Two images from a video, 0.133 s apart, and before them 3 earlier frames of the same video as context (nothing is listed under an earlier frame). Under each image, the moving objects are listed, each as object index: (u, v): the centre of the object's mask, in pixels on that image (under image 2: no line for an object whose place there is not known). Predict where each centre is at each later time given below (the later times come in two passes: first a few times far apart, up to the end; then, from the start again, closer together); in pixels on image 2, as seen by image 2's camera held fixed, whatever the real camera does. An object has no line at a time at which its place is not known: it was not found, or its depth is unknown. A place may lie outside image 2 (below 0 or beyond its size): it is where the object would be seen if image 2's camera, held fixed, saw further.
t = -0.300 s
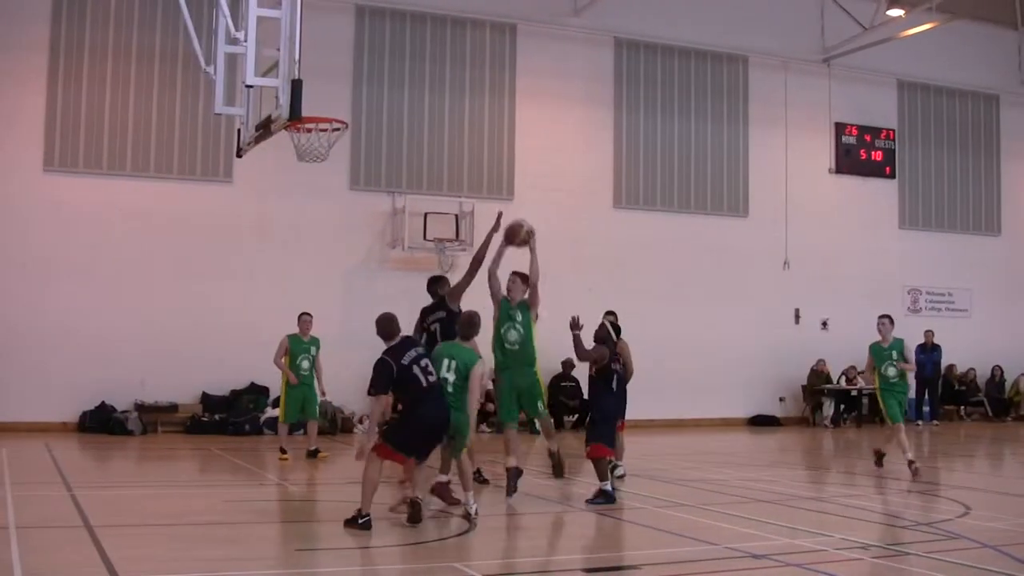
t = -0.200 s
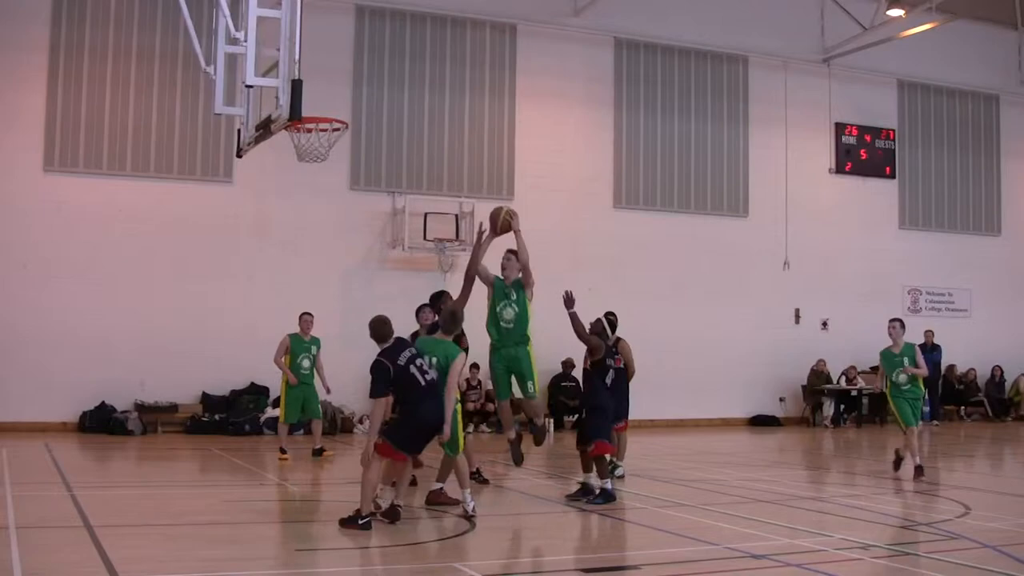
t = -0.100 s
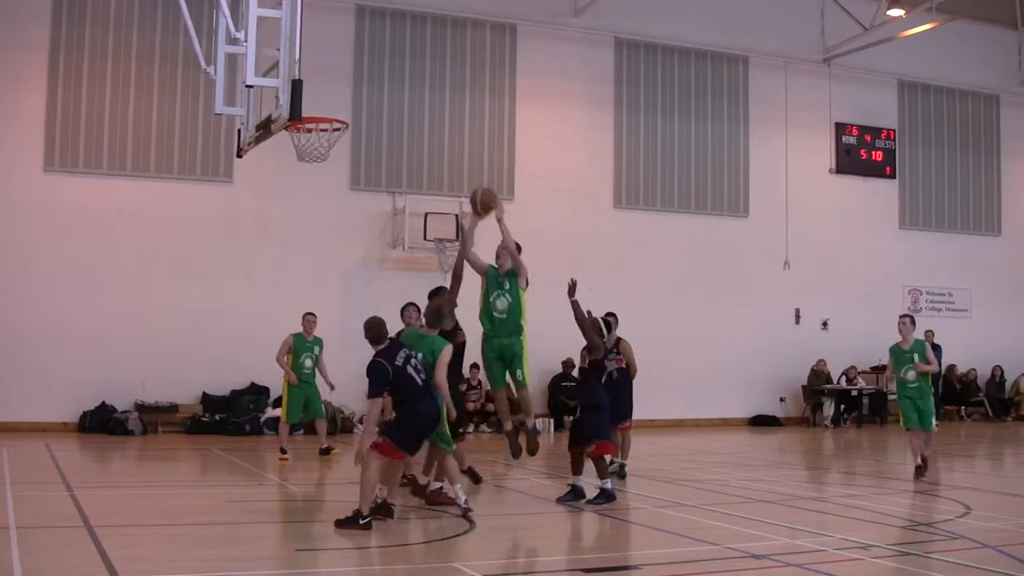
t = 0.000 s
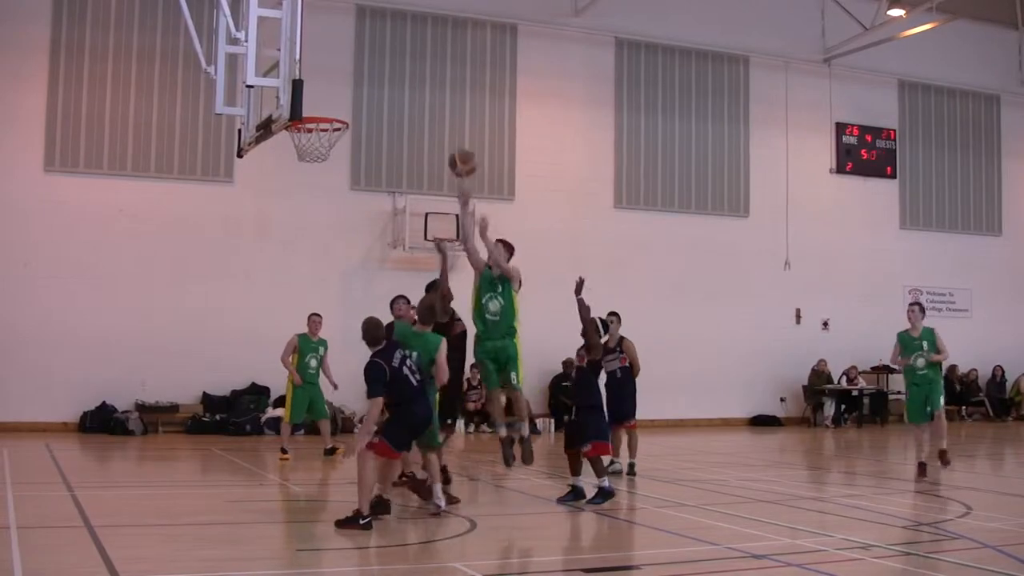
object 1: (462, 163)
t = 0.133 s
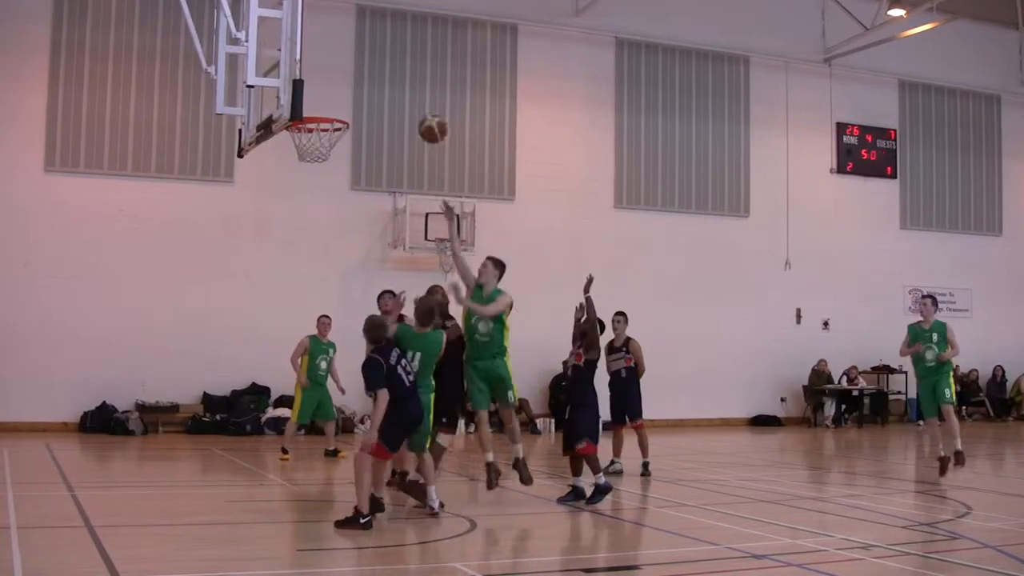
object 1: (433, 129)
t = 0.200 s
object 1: (417, 120)
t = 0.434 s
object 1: (359, 125)
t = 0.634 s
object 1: (362, 191)
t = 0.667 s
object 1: (366, 207)
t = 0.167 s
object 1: (425, 125)
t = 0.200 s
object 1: (417, 120)
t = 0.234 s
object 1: (409, 116)
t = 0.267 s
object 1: (401, 114)
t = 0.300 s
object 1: (392, 114)
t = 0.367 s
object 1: (376, 116)
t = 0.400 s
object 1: (367, 121)
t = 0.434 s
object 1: (359, 125)
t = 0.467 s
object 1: (350, 132)
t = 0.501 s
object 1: (353, 143)
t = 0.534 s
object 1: (354, 152)
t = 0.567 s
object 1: (356, 164)
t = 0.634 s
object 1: (362, 191)
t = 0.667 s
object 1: (366, 207)
